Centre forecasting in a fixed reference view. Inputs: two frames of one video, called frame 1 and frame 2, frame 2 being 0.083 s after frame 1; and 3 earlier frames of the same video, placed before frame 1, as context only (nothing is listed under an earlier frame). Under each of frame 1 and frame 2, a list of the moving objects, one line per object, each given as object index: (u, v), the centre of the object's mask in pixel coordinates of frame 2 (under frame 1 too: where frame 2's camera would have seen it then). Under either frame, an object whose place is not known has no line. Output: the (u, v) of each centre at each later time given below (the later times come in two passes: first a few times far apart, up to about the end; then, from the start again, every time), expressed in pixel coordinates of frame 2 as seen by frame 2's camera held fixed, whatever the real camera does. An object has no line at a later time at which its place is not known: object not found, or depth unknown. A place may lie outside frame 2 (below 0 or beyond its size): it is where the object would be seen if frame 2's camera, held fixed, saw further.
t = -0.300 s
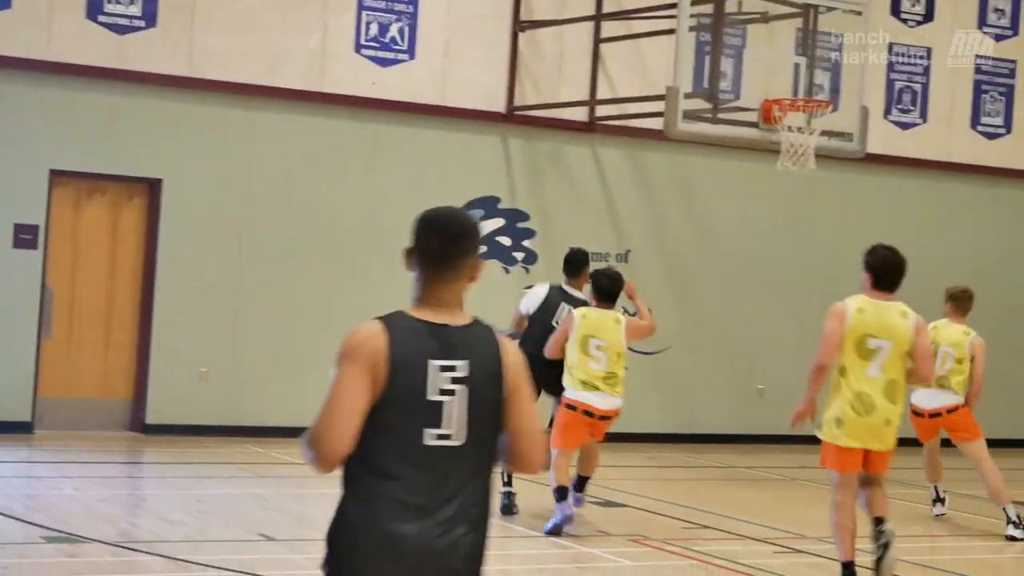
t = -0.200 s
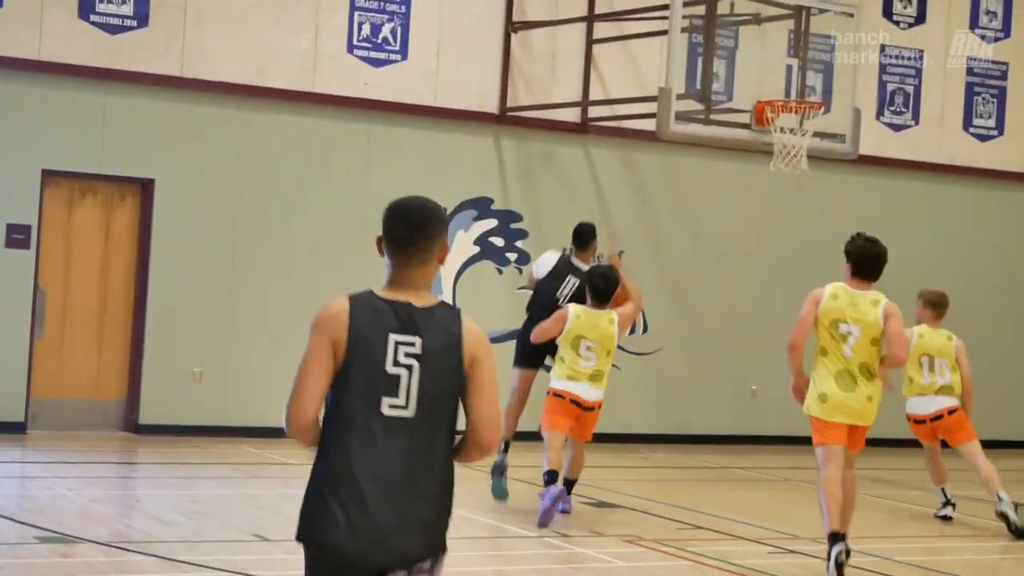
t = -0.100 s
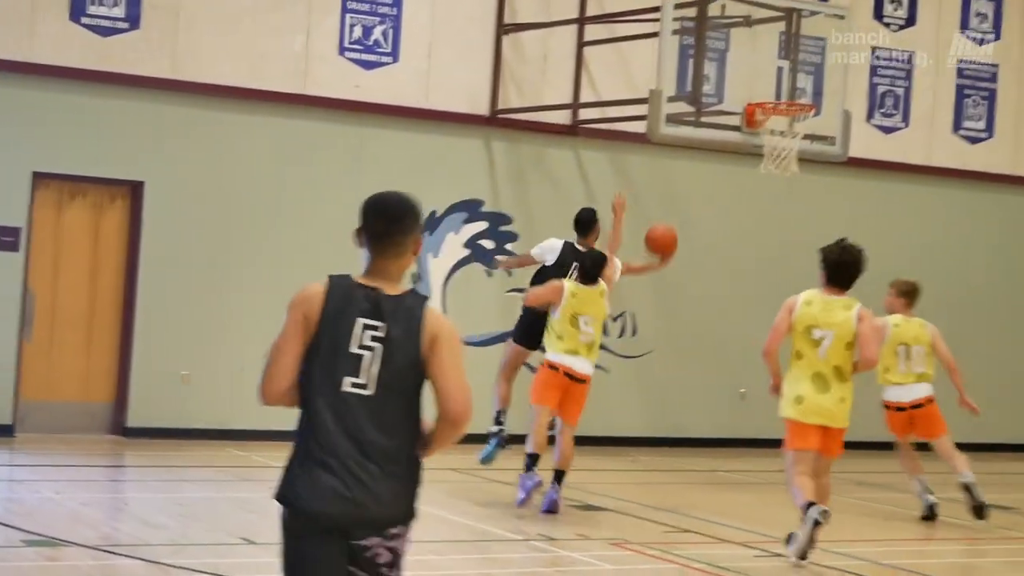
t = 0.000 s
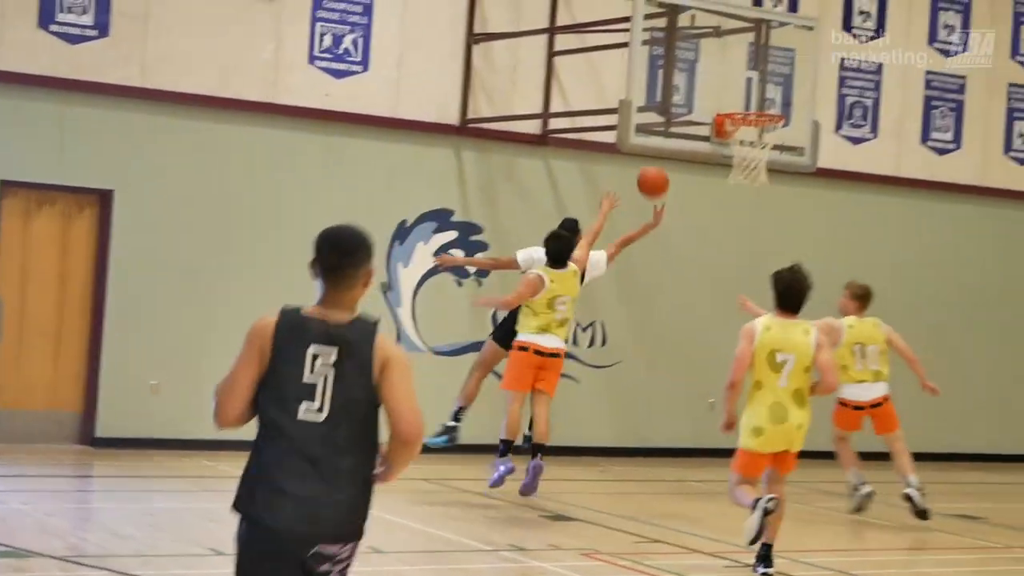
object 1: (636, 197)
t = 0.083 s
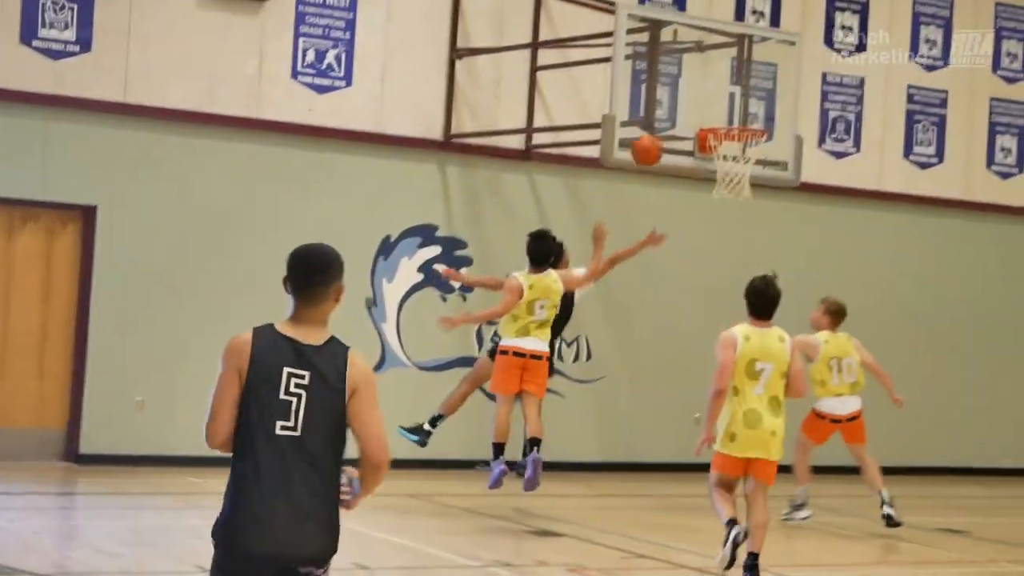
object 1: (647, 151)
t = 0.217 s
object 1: (662, 98)
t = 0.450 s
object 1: (698, 71)
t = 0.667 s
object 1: (746, 112)
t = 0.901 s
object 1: (759, 116)
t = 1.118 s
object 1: (747, 118)
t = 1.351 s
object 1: (724, 155)
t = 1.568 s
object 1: (722, 197)
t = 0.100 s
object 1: (649, 143)
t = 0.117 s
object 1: (650, 135)
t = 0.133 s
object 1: (653, 129)
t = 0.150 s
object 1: (655, 123)
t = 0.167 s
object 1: (656, 117)
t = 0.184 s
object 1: (660, 110)
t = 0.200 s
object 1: (661, 103)
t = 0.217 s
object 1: (662, 98)
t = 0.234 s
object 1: (663, 93)
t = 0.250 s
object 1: (666, 89)
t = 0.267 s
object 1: (667, 85)
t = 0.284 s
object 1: (669, 82)
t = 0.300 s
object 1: (670, 79)
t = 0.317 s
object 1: (671, 76)
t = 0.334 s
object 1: (673, 74)
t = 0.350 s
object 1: (674, 73)
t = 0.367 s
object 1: (679, 71)
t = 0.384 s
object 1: (683, 70)
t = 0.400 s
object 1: (687, 70)
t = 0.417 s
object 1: (691, 70)
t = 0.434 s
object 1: (694, 70)
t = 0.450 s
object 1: (698, 71)
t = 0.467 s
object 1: (702, 73)
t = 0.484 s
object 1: (705, 74)
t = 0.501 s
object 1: (709, 76)
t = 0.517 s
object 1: (713, 78)
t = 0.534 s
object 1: (717, 80)
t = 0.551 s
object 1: (720, 83)
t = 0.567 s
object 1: (724, 86)
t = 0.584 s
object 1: (727, 89)
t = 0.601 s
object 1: (731, 93)
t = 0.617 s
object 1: (735, 97)
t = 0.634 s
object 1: (738, 101)
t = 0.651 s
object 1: (742, 107)
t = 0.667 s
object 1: (746, 112)
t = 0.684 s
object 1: (748, 115)
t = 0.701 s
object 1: (749, 114)
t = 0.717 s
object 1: (750, 112)
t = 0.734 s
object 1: (751, 111)
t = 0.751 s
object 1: (752, 110)
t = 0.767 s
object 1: (753, 109)
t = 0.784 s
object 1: (753, 110)
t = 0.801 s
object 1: (754, 109)
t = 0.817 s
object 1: (755, 110)
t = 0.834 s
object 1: (756, 111)
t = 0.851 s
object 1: (757, 111)
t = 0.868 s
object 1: (757, 113)
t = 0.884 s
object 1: (758, 114)
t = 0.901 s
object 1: (759, 116)
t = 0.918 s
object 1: (760, 117)
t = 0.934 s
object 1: (760, 117)
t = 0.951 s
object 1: (759, 117)
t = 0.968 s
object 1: (758, 116)
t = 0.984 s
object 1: (757, 116)
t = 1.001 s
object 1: (755, 116)
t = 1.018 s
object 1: (753, 116)
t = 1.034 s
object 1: (752, 116)
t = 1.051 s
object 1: (751, 116)
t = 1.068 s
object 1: (750, 117)
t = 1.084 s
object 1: (749, 117)
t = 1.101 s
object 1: (748, 118)
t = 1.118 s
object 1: (747, 118)
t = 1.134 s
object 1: (746, 119)
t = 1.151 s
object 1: (744, 119)
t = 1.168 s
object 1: (743, 120)
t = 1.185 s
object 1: (741, 121)
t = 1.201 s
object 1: (739, 122)
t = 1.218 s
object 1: (738, 122)
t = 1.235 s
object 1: (737, 123)
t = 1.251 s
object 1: (736, 124)
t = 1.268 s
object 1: (734, 125)
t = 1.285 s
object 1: (731, 143)
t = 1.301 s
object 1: (731, 146)
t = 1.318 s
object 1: (728, 146)
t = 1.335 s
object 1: (725, 150)
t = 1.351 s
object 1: (724, 155)
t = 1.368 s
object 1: (722, 157)
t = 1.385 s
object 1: (721, 161)
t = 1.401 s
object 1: (721, 165)
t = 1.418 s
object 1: (721, 167)
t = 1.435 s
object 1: (720, 169)
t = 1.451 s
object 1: (719, 171)
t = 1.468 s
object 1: (719, 173)
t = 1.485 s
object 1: (720, 175)
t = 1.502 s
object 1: (720, 179)
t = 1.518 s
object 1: (721, 182)
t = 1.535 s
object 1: (722, 186)
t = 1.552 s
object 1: (722, 190)
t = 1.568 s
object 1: (722, 197)
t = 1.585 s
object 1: (722, 199)
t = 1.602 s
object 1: (723, 202)
